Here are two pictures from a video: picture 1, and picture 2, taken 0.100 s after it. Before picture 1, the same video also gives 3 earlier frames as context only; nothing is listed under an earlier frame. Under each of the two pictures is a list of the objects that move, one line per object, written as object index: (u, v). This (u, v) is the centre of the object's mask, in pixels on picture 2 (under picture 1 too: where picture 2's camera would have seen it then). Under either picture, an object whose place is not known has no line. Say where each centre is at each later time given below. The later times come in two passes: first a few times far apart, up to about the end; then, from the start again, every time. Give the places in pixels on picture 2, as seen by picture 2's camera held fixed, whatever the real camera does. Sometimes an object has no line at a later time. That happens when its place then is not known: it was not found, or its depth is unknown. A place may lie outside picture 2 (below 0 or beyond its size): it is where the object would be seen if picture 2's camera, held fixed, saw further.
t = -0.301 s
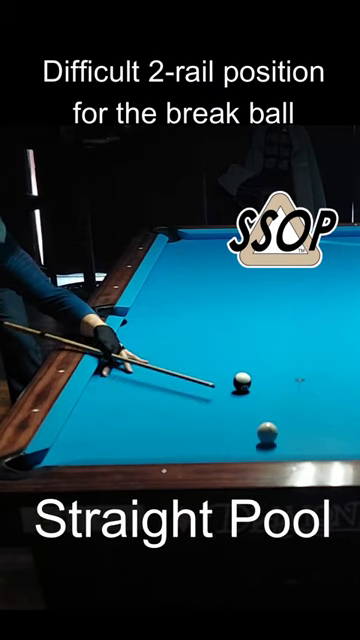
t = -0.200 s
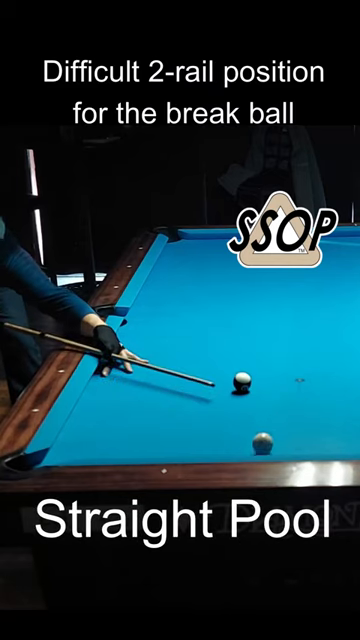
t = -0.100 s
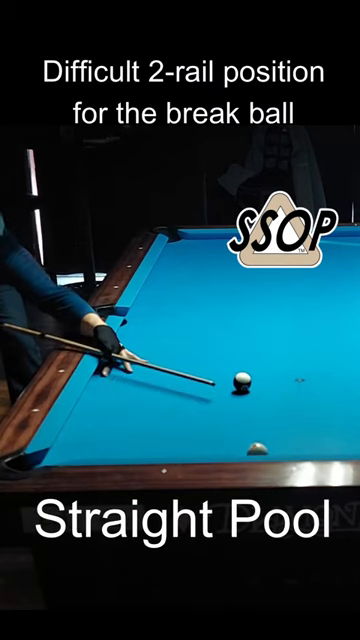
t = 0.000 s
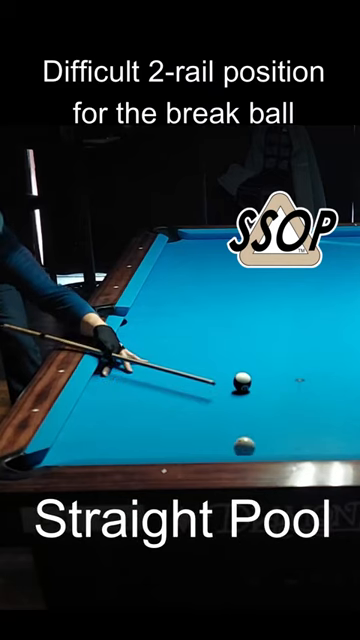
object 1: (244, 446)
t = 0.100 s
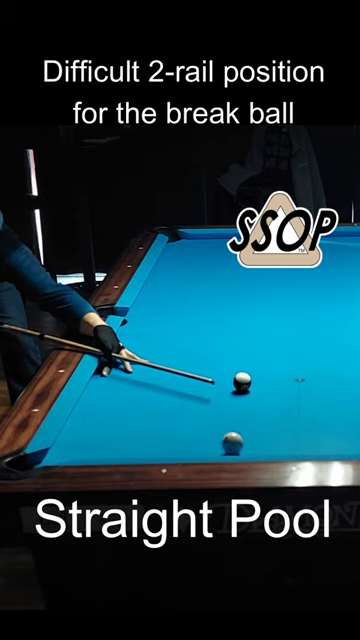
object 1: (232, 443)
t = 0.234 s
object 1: (218, 438)
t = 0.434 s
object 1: (196, 429)
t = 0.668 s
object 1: (173, 419)
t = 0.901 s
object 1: (151, 411)
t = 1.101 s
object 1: (135, 404)
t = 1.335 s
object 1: (116, 397)
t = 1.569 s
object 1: (98, 391)
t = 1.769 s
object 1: (102, 386)
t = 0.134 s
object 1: (228, 441)
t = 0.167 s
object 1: (224, 440)
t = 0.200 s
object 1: (222, 439)
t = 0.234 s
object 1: (218, 438)
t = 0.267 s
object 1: (215, 436)
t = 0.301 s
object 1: (211, 434)
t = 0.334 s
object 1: (207, 433)
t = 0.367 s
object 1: (204, 431)
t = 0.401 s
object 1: (200, 430)
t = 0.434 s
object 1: (196, 429)
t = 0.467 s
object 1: (193, 427)
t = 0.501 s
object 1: (189, 426)
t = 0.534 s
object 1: (186, 425)
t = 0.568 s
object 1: (182, 423)
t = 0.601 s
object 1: (179, 422)
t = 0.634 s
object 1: (176, 421)
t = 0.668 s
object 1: (173, 419)
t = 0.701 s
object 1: (170, 418)
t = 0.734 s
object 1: (166, 417)
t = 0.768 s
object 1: (163, 416)
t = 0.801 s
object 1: (160, 414)
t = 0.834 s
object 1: (157, 413)
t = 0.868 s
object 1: (154, 412)
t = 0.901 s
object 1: (151, 411)
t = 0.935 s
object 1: (148, 410)
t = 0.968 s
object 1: (147, 409)
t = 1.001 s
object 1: (143, 408)
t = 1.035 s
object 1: (141, 407)
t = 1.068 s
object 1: (138, 405)
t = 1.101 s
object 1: (135, 404)
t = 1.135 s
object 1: (132, 403)
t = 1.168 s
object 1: (129, 402)
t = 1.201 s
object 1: (127, 401)
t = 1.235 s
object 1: (124, 400)
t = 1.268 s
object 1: (121, 399)
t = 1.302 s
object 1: (119, 398)
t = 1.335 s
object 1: (116, 397)
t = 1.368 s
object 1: (113, 396)
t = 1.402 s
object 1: (111, 395)
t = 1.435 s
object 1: (108, 394)
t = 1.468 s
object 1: (106, 394)
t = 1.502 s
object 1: (103, 393)
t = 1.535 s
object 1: (101, 392)
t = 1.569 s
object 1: (98, 391)
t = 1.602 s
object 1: (96, 390)
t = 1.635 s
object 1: (94, 389)
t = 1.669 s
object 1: (96, 388)
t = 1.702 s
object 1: (98, 387)
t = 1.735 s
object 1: (100, 387)
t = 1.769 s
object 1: (102, 386)
